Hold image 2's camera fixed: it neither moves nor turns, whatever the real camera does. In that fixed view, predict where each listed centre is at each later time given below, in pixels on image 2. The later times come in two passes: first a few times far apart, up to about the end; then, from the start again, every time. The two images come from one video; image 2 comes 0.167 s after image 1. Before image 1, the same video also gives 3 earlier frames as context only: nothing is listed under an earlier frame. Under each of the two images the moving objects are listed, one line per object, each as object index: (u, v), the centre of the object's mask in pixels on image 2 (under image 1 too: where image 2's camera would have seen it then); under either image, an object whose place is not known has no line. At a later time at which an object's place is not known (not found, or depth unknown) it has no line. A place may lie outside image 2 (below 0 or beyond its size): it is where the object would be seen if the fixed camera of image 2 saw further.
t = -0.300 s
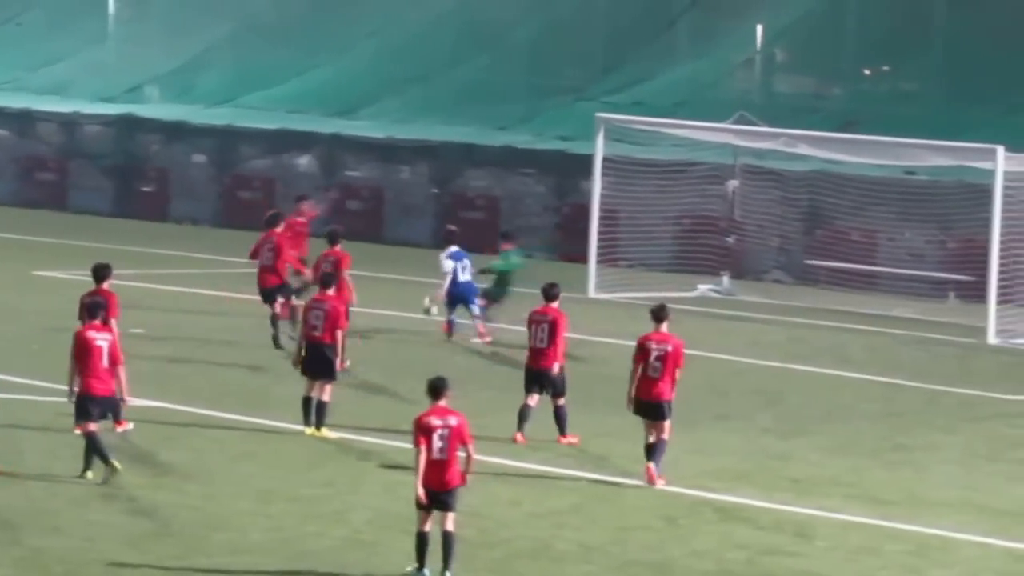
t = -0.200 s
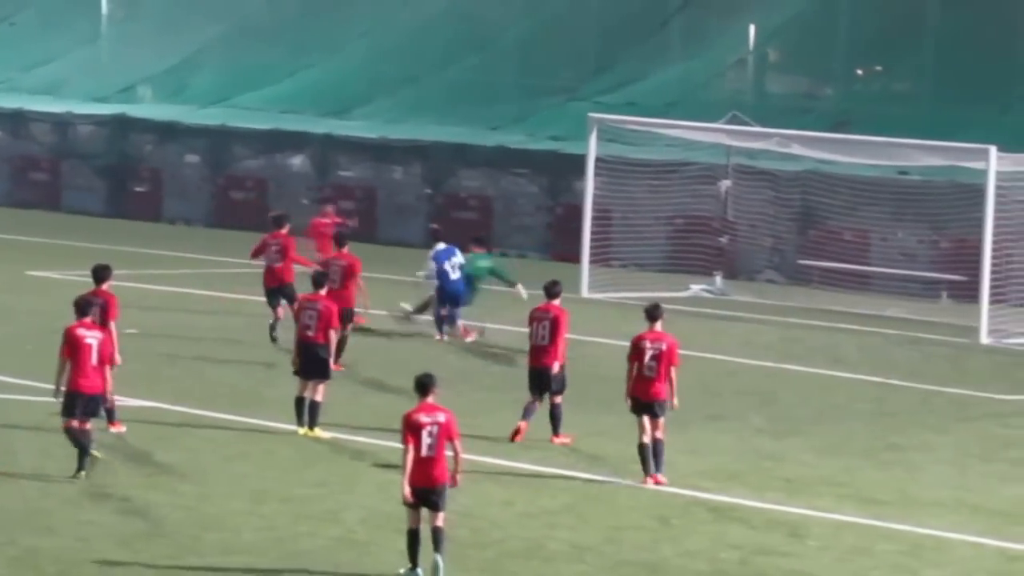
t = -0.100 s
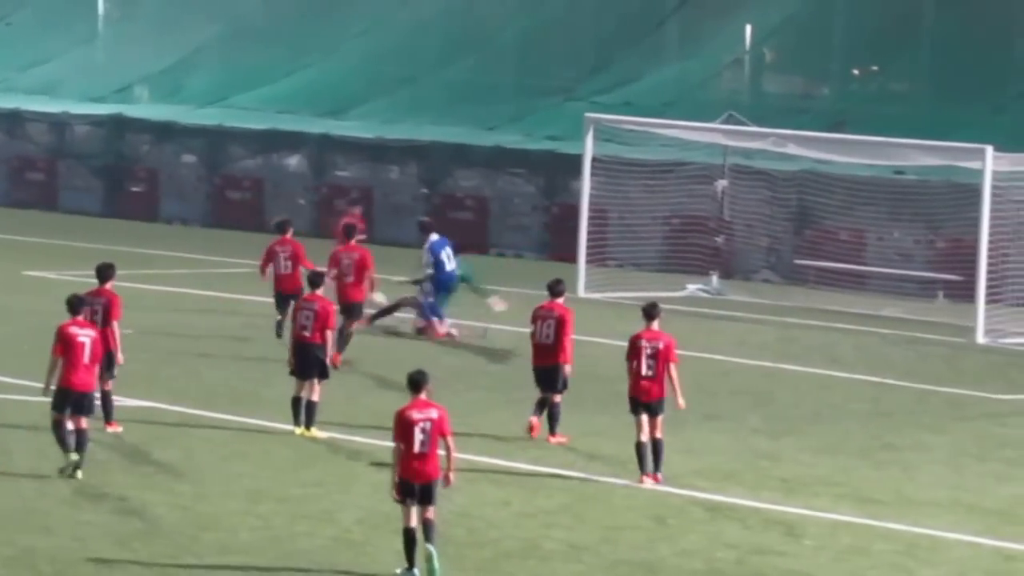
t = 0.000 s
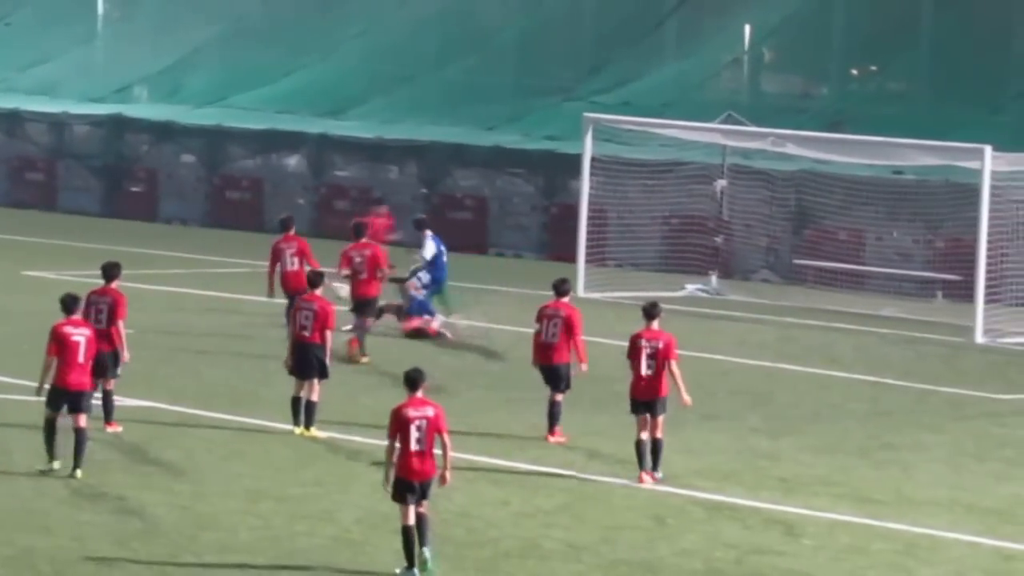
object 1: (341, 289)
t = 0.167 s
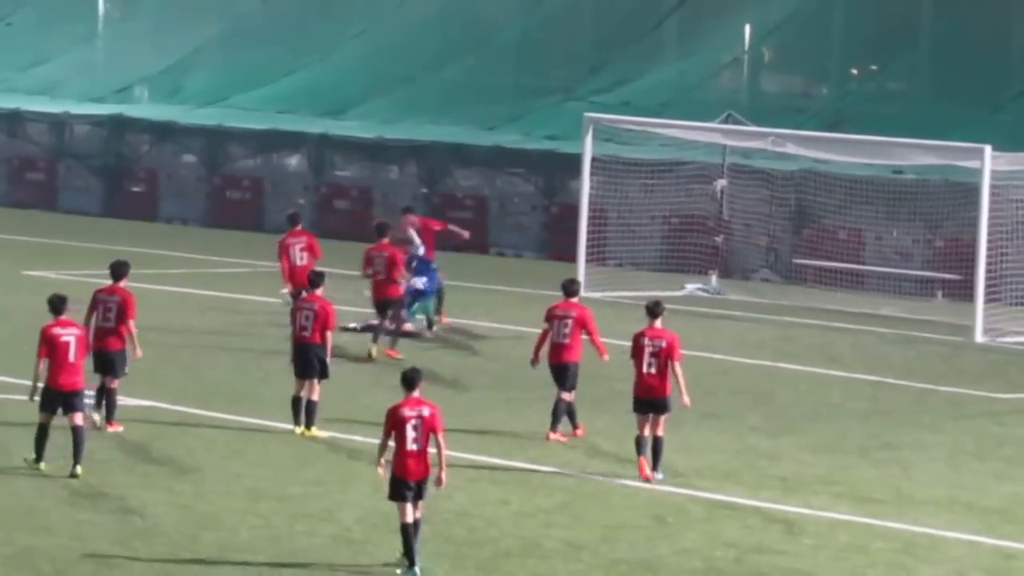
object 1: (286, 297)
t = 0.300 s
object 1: (261, 293)
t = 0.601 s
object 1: (220, 288)
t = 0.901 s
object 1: (199, 279)
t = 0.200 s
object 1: (281, 302)
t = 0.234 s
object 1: (273, 302)
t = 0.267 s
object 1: (267, 299)
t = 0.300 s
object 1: (261, 293)
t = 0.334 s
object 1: (256, 289)
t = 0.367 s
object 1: (252, 287)
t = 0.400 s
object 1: (246, 286)
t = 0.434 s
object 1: (241, 285)
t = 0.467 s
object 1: (237, 285)
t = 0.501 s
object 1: (232, 286)
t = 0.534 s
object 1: (227, 287)
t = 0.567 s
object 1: (222, 290)
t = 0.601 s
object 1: (220, 288)
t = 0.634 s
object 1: (217, 285)
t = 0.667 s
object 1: (215, 283)
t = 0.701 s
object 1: (213, 282)
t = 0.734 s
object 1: (211, 282)
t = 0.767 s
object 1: (207, 281)
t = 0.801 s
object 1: (205, 283)
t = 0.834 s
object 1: (203, 283)
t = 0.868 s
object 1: (201, 281)
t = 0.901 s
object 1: (199, 279)
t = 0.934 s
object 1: (197, 278)
